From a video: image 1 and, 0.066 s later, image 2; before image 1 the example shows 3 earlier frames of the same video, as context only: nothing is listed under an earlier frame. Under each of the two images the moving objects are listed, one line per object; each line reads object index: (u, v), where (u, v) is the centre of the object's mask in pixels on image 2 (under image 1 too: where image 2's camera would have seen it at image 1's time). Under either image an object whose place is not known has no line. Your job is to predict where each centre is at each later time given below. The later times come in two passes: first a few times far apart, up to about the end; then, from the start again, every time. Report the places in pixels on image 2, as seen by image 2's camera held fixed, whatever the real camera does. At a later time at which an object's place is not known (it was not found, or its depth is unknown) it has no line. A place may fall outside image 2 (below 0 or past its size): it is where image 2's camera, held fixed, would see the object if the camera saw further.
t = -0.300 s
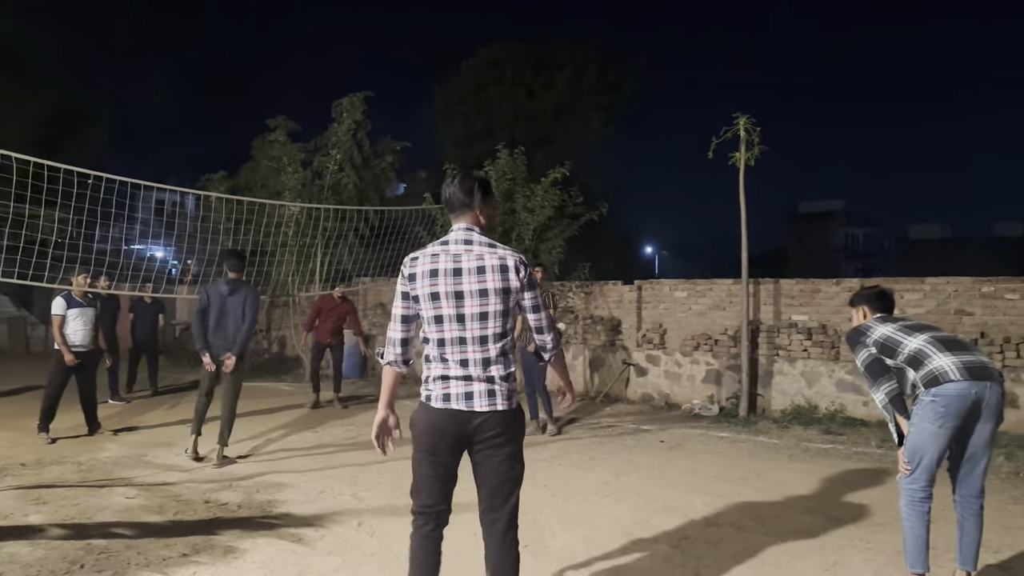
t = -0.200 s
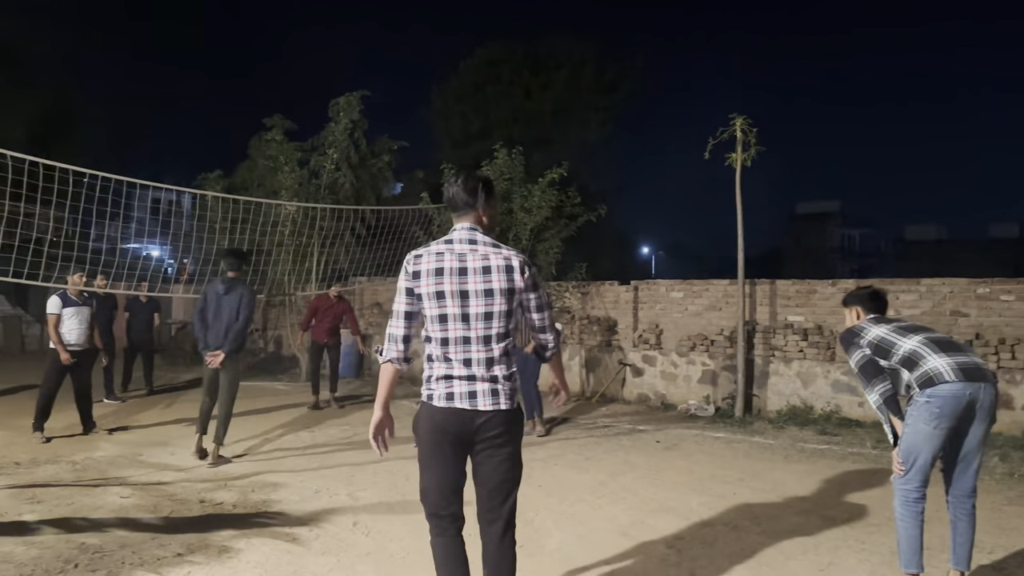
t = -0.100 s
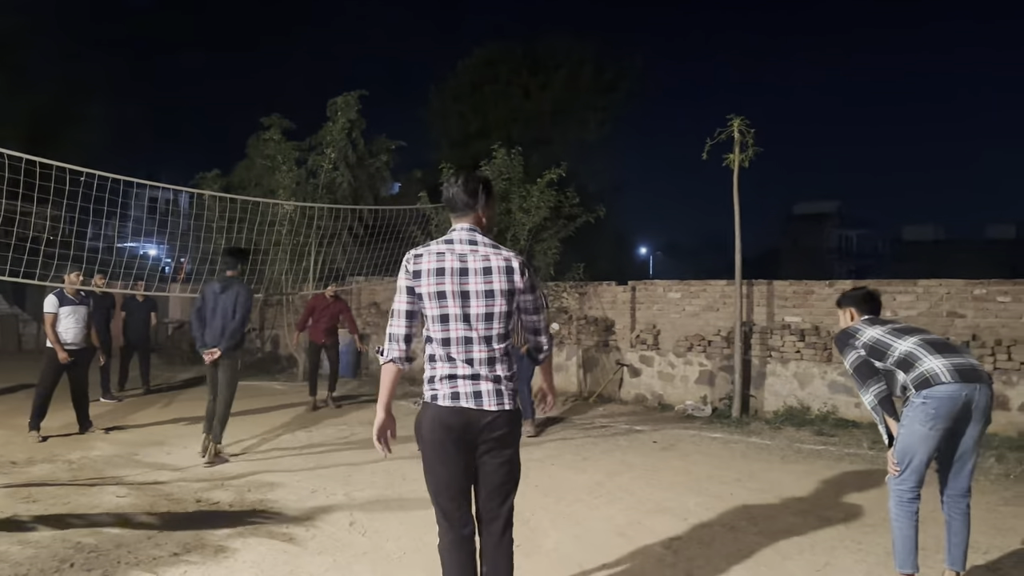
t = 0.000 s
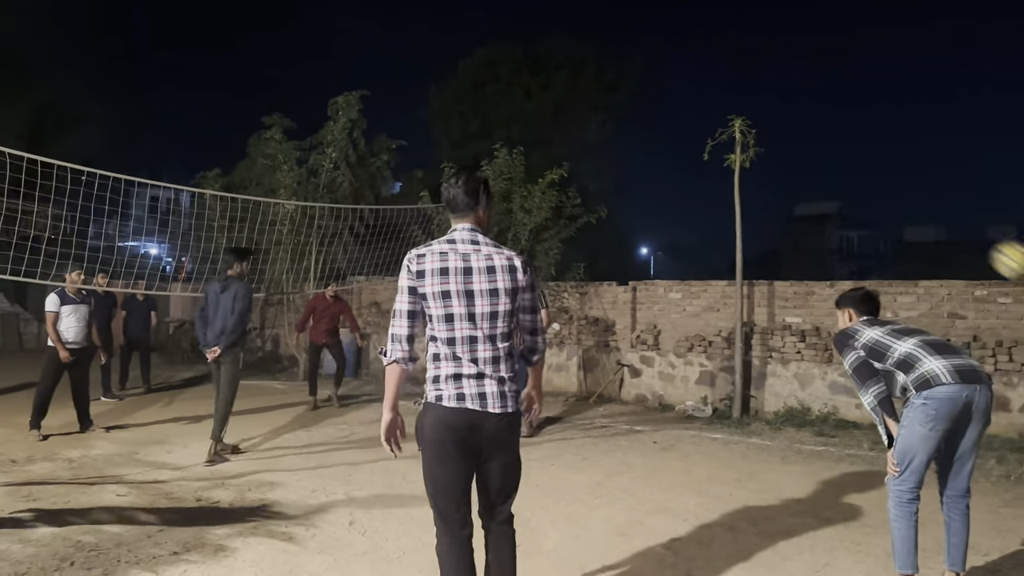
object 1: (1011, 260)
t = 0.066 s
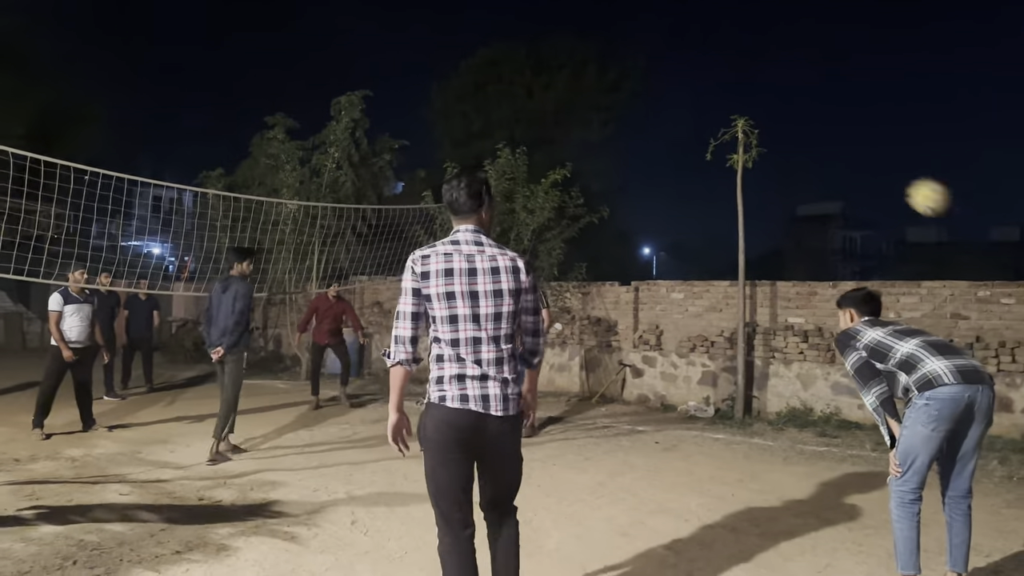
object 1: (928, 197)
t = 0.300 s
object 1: (674, 63)
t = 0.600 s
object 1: (443, 25)
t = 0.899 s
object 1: (269, 88)
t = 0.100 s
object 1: (886, 170)
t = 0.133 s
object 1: (847, 145)
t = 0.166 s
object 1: (808, 124)
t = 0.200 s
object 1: (772, 105)
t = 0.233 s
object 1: (737, 89)
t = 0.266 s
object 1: (704, 75)
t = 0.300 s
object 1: (674, 63)
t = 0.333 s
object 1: (644, 52)
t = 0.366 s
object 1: (616, 43)
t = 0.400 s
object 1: (588, 36)
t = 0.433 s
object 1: (562, 31)
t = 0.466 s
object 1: (537, 27)
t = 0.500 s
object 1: (513, 25)
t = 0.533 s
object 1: (489, 24)
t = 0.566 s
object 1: (466, 24)
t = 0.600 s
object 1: (443, 25)
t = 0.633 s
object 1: (422, 28)
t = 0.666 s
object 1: (401, 32)
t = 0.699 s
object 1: (381, 37)
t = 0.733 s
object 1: (361, 43)
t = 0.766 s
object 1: (341, 50)
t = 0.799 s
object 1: (323, 58)
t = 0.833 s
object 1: (304, 67)
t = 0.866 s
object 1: (286, 77)
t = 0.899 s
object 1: (269, 88)
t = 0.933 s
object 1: (252, 100)
